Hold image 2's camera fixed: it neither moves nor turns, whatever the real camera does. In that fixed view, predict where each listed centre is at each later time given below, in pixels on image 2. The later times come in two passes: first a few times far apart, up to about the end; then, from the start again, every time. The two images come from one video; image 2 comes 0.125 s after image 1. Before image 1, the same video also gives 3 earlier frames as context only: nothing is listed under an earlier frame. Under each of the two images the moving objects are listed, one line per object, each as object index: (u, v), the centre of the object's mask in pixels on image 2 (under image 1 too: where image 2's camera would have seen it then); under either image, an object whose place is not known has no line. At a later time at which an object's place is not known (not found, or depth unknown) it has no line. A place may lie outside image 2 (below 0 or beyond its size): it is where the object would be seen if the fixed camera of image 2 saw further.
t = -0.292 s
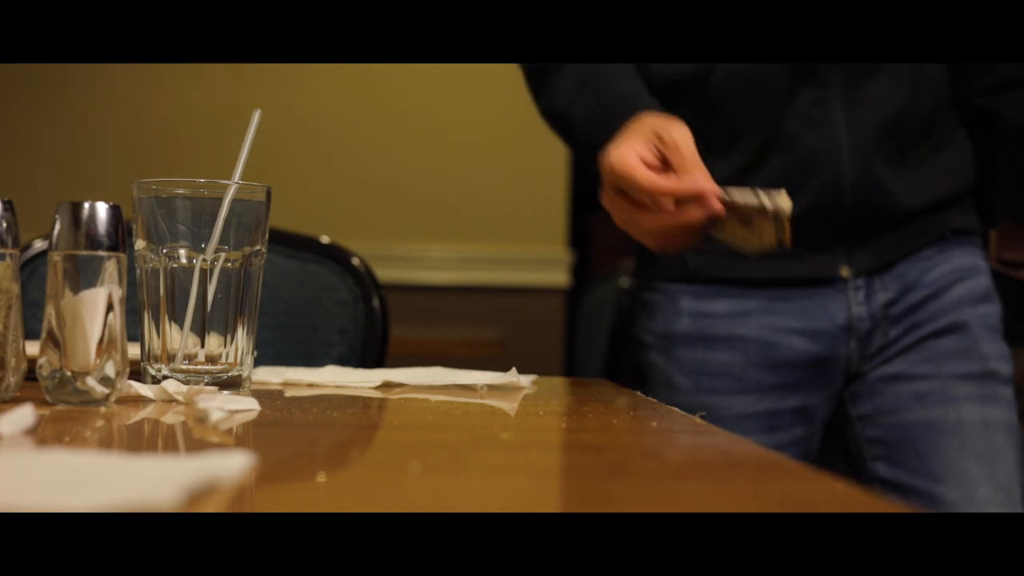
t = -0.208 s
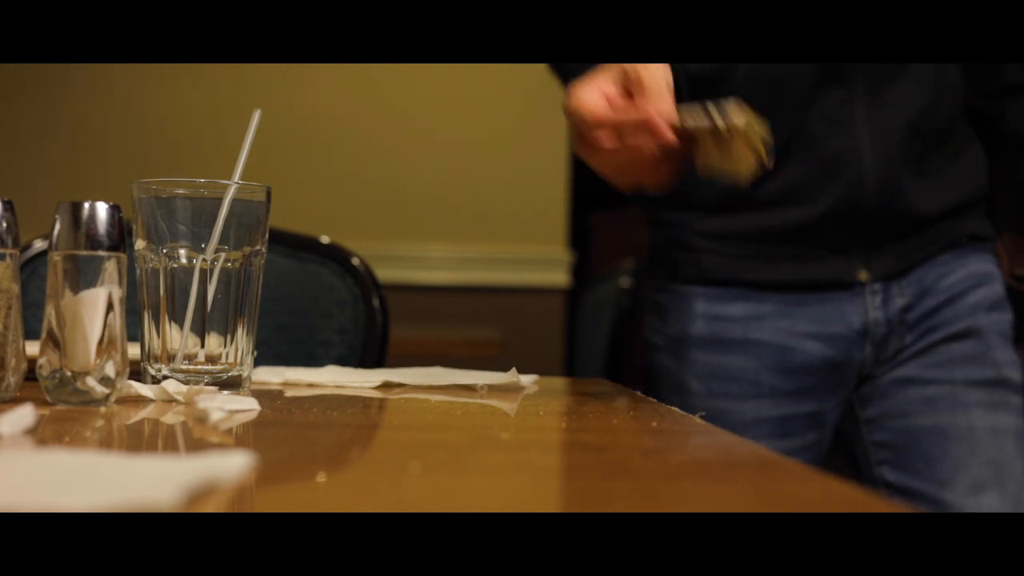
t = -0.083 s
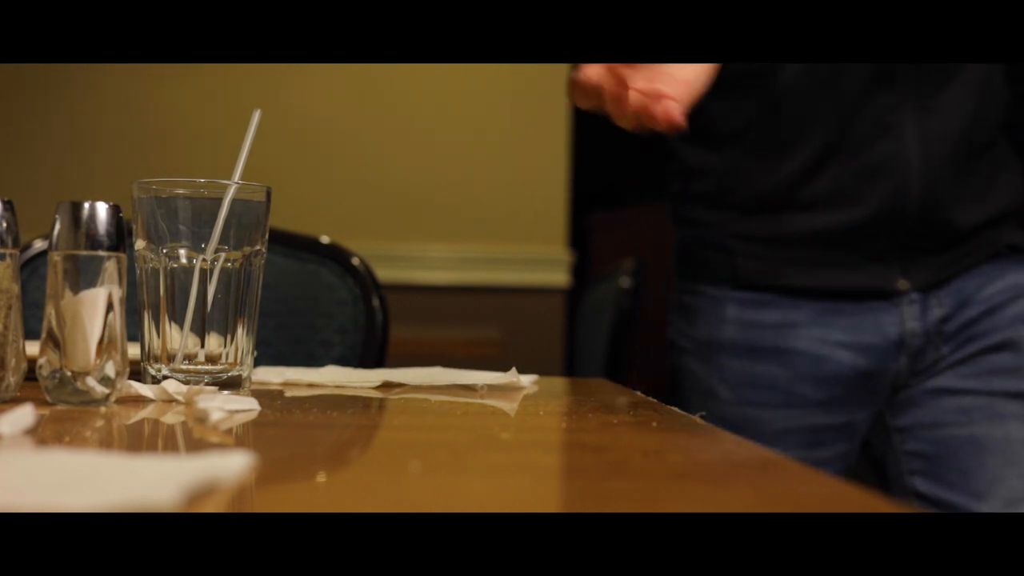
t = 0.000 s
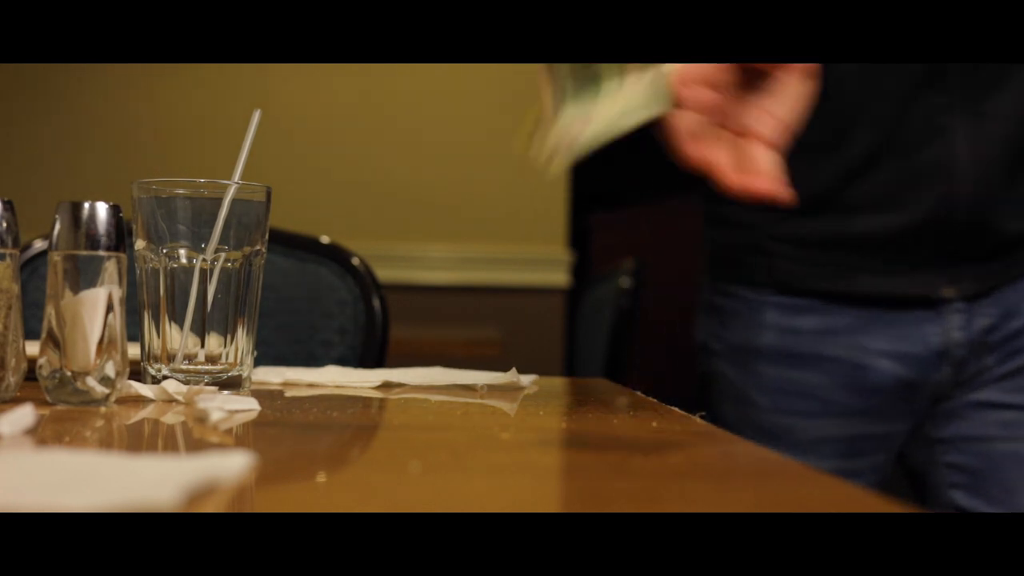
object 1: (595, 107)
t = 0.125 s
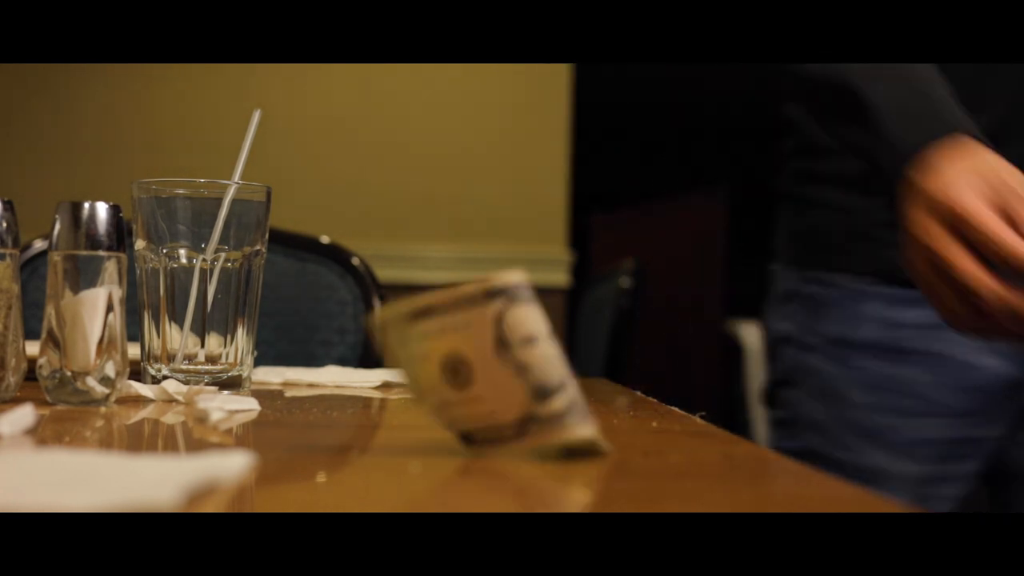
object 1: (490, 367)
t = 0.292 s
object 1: (476, 365)
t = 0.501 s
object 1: (425, 377)
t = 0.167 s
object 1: (487, 355)
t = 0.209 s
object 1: (480, 357)
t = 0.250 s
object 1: (477, 367)
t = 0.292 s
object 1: (476, 365)
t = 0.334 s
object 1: (473, 371)
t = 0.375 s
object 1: (464, 370)
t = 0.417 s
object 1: (456, 378)
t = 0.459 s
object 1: (435, 375)
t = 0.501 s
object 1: (425, 377)
